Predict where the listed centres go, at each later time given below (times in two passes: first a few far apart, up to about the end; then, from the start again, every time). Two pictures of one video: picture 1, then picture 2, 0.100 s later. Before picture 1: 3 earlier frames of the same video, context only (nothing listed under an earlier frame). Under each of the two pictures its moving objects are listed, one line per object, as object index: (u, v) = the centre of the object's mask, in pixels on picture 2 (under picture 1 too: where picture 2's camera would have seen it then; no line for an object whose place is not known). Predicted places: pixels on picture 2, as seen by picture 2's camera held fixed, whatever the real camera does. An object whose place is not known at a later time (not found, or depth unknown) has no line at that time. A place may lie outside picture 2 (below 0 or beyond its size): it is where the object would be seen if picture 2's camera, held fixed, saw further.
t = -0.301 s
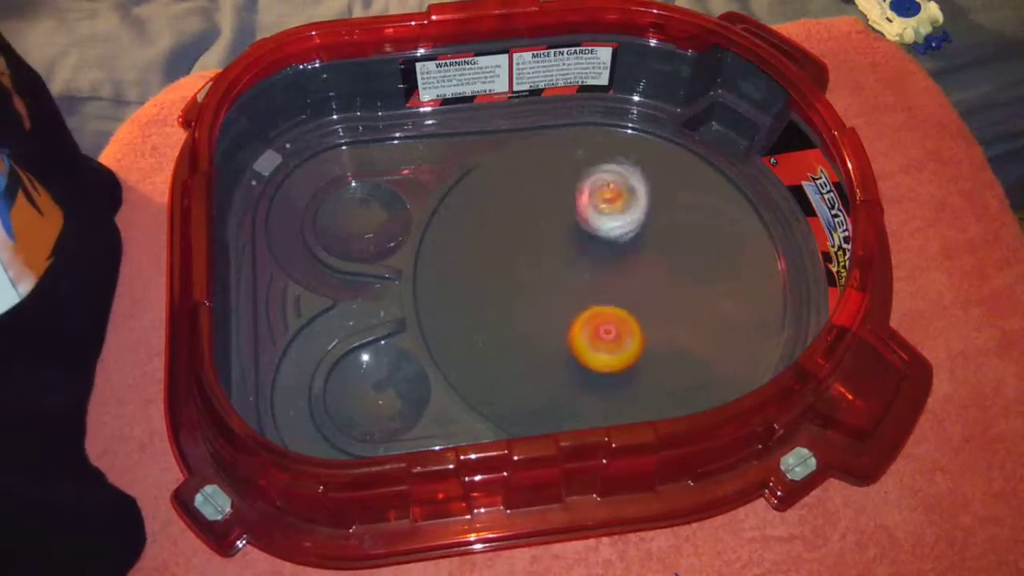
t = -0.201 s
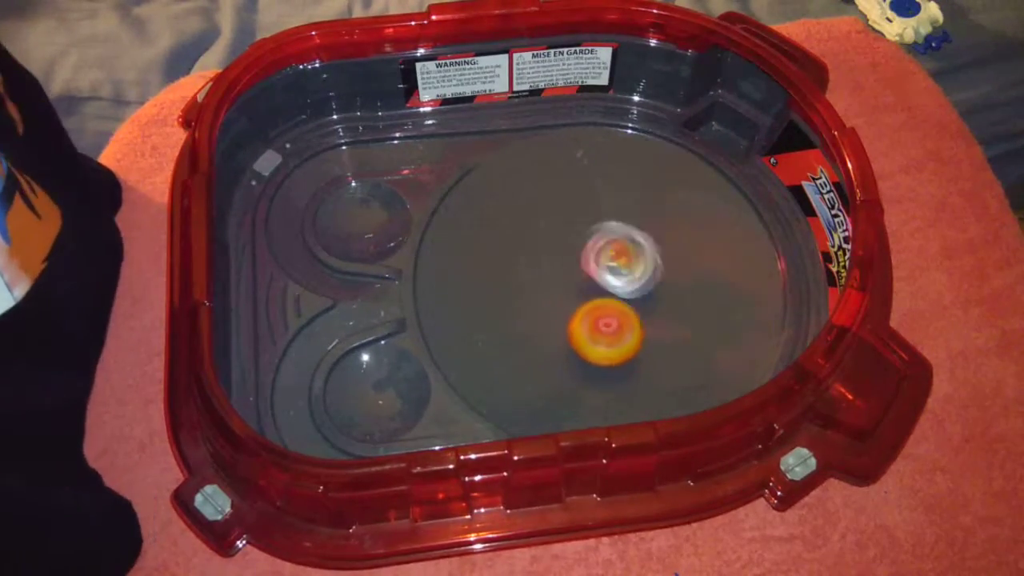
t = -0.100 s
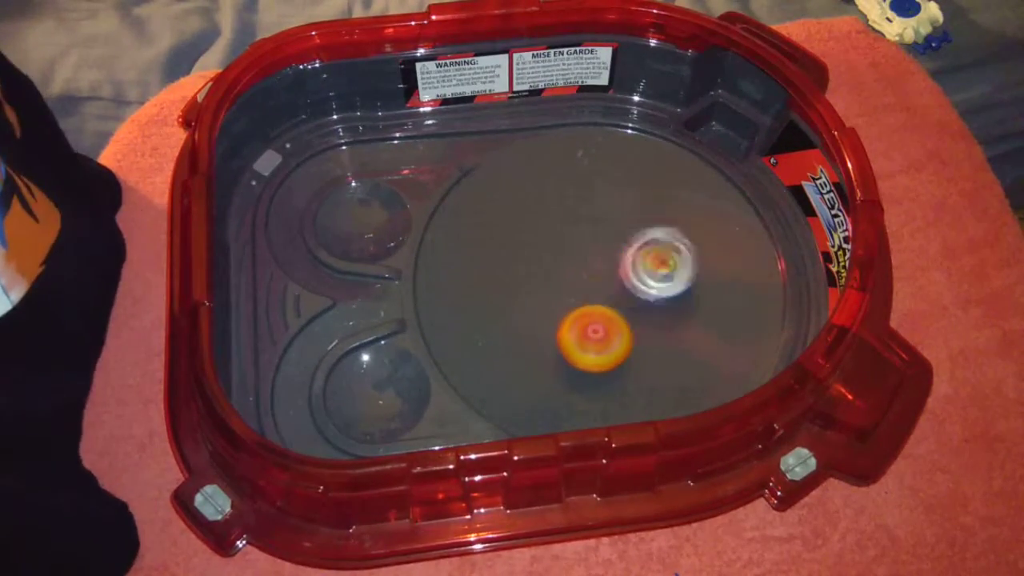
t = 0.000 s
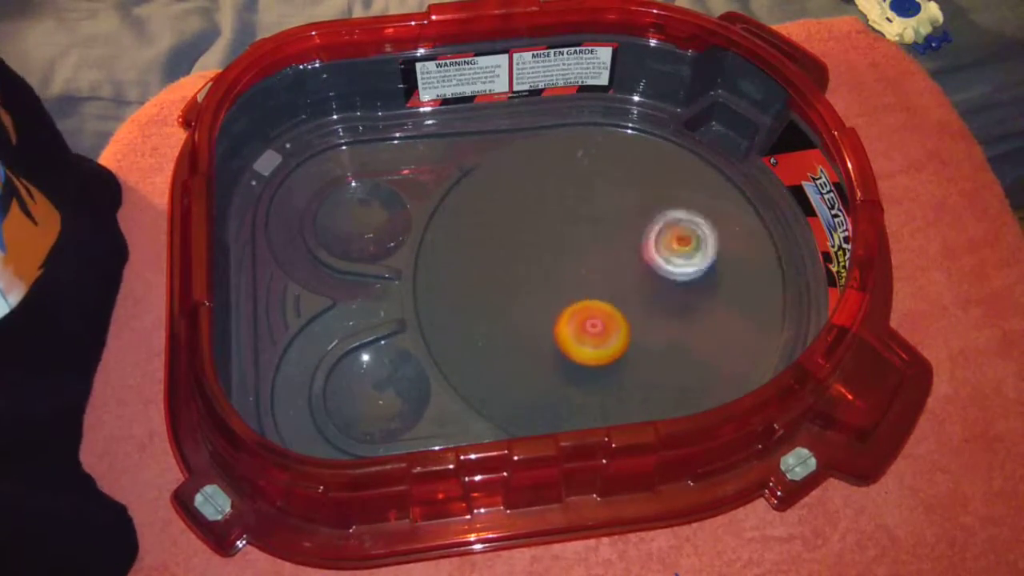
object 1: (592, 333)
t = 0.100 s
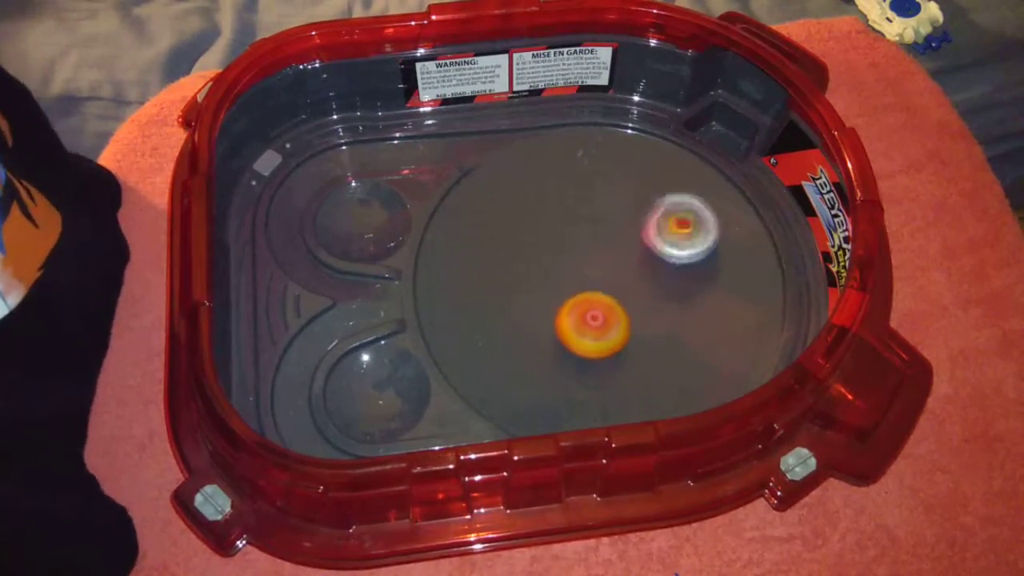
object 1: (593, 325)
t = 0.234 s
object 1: (592, 311)
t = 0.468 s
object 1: (560, 292)
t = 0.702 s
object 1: (557, 273)
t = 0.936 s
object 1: (554, 262)
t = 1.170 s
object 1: (577, 255)
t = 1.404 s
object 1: (570, 238)
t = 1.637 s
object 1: (578, 240)
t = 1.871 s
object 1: (578, 231)
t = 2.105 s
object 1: (602, 242)
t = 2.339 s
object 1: (628, 258)
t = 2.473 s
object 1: (629, 272)
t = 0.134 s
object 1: (592, 322)
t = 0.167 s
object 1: (592, 319)
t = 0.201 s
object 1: (592, 315)
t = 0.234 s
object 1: (592, 311)
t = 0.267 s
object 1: (591, 306)
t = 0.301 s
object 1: (591, 302)
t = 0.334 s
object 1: (591, 297)
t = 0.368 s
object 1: (584, 295)
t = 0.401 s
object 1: (572, 296)
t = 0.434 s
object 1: (565, 294)
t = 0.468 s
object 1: (560, 292)
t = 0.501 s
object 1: (558, 289)
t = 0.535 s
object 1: (557, 286)
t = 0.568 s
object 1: (556, 284)
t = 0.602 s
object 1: (556, 281)
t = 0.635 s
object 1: (556, 278)
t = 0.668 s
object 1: (556, 275)
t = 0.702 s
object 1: (557, 273)
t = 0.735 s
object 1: (558, 270)
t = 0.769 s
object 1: (558, 268)
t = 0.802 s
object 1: (553, 267)
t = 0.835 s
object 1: (551, 266)
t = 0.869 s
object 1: (551, 264)
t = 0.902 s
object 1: (553, 263)
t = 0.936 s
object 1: (554, 262)
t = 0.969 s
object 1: (556, 261)
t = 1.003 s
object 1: (559, 260)
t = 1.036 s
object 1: (562, 259)
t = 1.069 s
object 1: (565, 258)
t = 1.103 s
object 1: (569, 257)
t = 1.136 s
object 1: (573, 255)
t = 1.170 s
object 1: (577, 255)
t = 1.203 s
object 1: (579, 253)
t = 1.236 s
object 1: (572, 246)
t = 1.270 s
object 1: (569, 242)
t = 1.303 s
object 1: (568, 240)
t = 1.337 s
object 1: (569, 239)
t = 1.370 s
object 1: (570, 239)
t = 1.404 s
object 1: (570, 238)
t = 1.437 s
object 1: (571, 238)
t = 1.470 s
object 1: (572, 239)
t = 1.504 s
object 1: (574, 239)
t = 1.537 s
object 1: (575, 239)
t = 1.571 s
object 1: (576, 241)
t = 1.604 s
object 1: (578, 242)
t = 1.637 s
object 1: (578, 240)
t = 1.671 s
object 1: (574, 232)
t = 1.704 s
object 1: (573, 227)
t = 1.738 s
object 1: (574, 225)
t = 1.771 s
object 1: (575, 226)
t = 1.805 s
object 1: (576, 227)
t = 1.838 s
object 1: (577, 229)
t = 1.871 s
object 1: (578, 231)
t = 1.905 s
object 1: (578, 233)
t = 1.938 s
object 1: (579, 234)
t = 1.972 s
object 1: (579, 234)
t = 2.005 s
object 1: (582, 235)
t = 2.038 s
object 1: (588, 237)
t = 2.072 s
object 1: (594, 242)
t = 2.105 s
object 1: (602, 242)
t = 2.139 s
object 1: (610, 241)
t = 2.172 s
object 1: (615, 242)
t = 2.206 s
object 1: (619, 245)
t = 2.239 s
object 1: (622, 248)
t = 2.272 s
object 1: (625, 251)
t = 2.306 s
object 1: (626, 255)
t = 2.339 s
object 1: (628, 258)
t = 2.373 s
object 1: (629, 262)
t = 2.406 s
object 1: (629, 265)
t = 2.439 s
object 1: (629, 269)
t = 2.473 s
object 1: (629, 272)
